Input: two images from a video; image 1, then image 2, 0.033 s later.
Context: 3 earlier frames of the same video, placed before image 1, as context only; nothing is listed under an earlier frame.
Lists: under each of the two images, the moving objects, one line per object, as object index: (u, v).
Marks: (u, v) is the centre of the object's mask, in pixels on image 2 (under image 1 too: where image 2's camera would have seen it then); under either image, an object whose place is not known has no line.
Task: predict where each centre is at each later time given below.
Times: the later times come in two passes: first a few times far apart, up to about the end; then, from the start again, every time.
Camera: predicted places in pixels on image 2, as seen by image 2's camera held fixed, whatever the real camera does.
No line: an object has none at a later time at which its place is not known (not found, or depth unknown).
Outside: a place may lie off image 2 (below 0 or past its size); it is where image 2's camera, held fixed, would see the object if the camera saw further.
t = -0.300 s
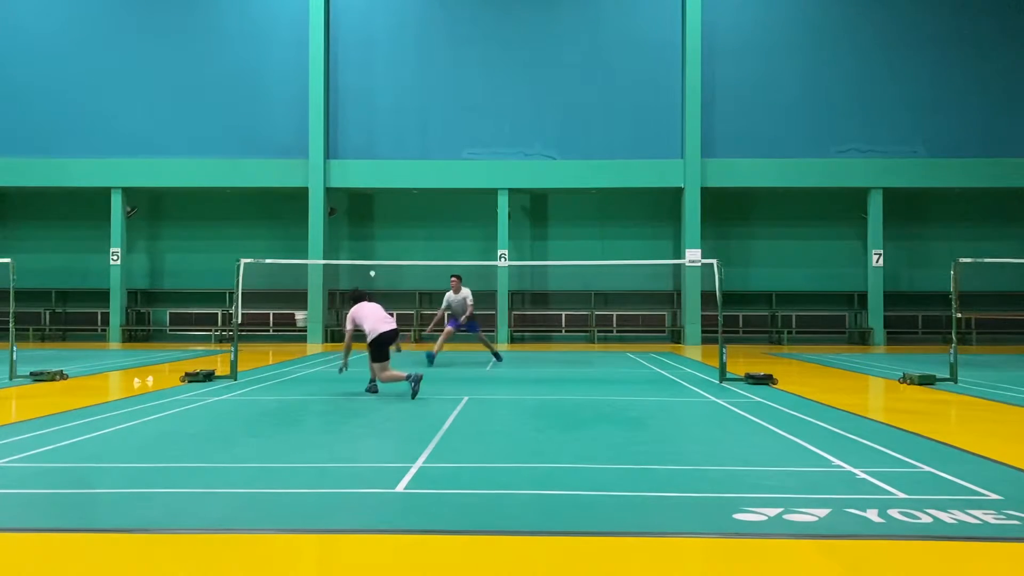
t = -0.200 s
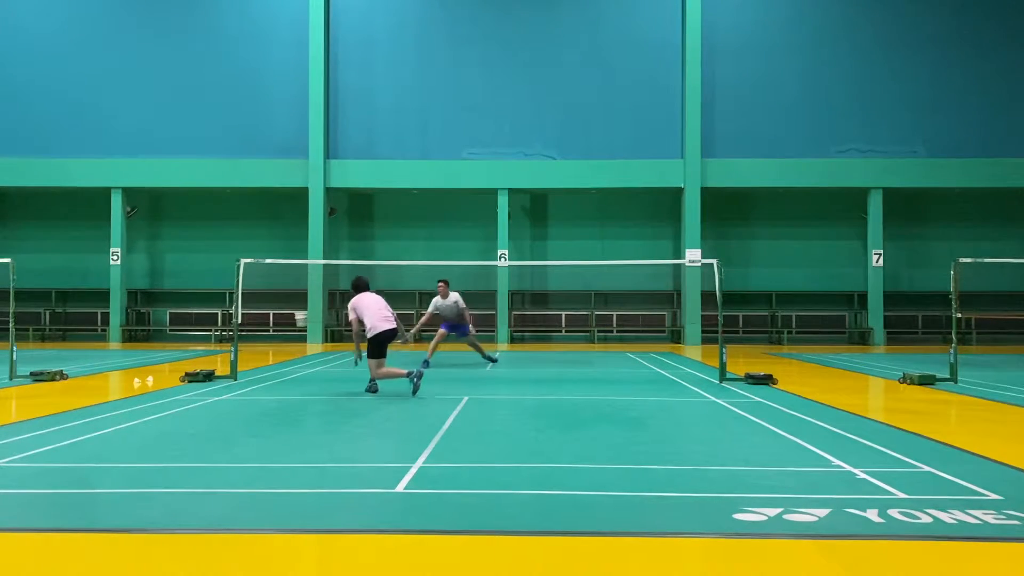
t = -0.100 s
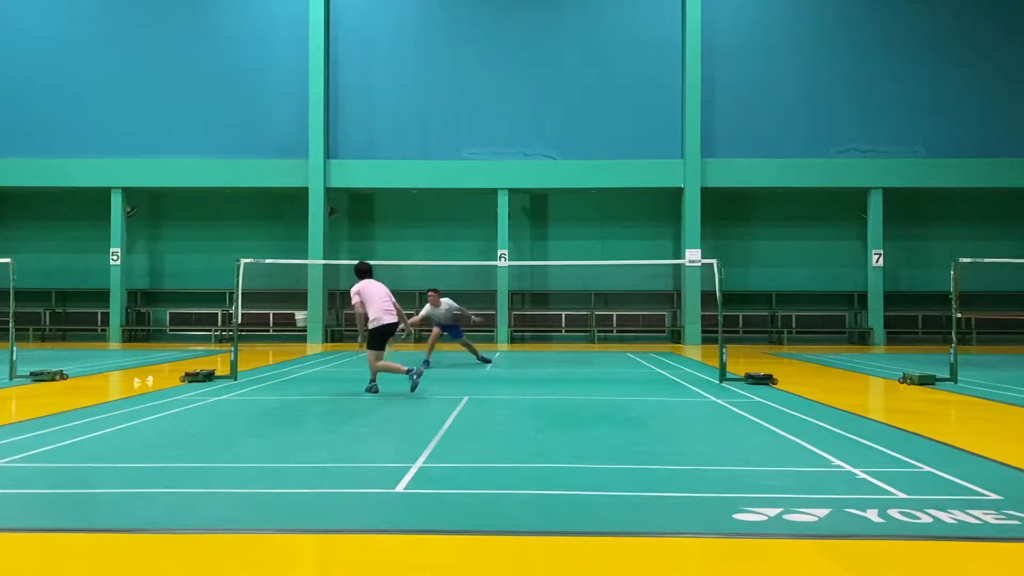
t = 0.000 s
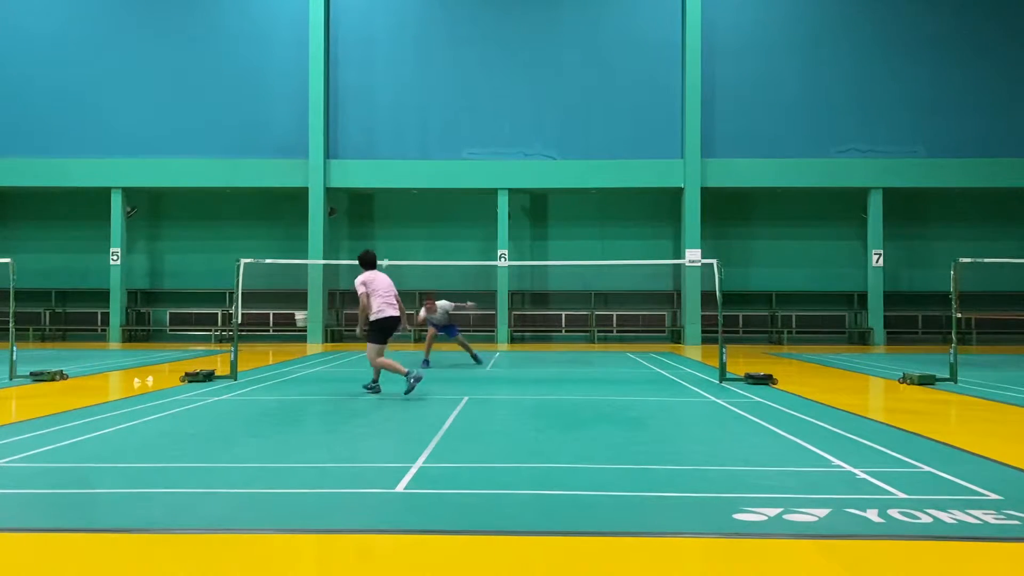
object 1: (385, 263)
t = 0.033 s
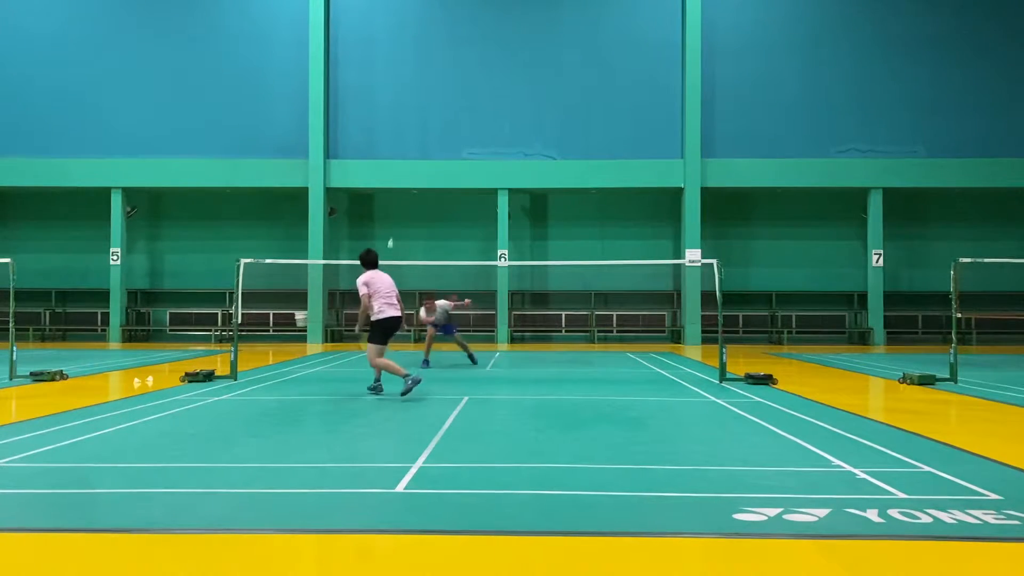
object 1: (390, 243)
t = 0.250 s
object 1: (416, 134)
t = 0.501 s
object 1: (444, 68)
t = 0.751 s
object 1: (465, 65)
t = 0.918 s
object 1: (475, 105)
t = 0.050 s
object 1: (393, 233)
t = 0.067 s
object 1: (395, 224)
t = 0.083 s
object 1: (398, 213)
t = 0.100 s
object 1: (399, 204)
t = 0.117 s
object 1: (401, 194)
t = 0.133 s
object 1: (402, 186)
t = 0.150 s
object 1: (405, 177)
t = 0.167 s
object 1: (406, 170)
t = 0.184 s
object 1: (409, 162)
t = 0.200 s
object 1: (411, 154)
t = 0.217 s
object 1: (413, 147)
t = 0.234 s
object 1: (415, 140)
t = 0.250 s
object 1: (416, 134)
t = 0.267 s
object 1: (418, 127)
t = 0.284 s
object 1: (420, 121)
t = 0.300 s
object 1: (423, 116)
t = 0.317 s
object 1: (424, 111)
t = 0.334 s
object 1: (426, 105)
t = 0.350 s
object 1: (428, 100)
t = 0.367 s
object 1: (431, 95)
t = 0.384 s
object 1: (433, 91)
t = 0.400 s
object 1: (434, 87)
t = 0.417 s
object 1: (436, 83)
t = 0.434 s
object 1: (437, 80)
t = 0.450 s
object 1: (439, 77)
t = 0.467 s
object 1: (440, 73)
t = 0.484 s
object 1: (442, 70)
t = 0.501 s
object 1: (444, 68)
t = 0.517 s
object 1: (445, 66)
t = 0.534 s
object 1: (447, 64)
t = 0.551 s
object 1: (449, 62)
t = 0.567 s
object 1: (450, 61)
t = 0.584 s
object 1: (452, 60)
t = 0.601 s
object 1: (453, 59)
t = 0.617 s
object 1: (454, 58)
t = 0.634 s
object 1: (456, 58)
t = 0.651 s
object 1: (457, 58)
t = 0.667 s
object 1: (459, 58)
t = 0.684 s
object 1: (460, 59)
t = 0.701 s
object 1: (462, 60)
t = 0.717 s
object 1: (463, 62)
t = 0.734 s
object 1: (464, 64)
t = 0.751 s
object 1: (465, 65)
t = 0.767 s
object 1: (465, 68)
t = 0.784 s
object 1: (466, 70)
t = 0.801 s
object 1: (467, 73)
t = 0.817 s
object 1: (469, 77)
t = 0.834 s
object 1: (471, 81)
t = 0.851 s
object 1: (472, 84)
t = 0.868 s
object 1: (473, 89)
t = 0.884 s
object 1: (473, 94)
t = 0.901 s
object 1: (474, 99)
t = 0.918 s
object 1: (475, 105)
